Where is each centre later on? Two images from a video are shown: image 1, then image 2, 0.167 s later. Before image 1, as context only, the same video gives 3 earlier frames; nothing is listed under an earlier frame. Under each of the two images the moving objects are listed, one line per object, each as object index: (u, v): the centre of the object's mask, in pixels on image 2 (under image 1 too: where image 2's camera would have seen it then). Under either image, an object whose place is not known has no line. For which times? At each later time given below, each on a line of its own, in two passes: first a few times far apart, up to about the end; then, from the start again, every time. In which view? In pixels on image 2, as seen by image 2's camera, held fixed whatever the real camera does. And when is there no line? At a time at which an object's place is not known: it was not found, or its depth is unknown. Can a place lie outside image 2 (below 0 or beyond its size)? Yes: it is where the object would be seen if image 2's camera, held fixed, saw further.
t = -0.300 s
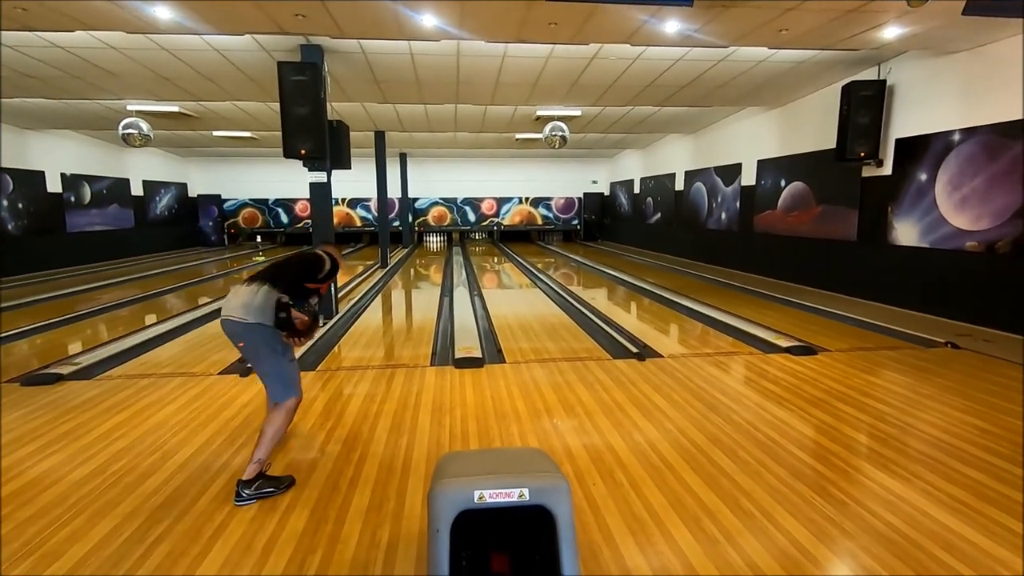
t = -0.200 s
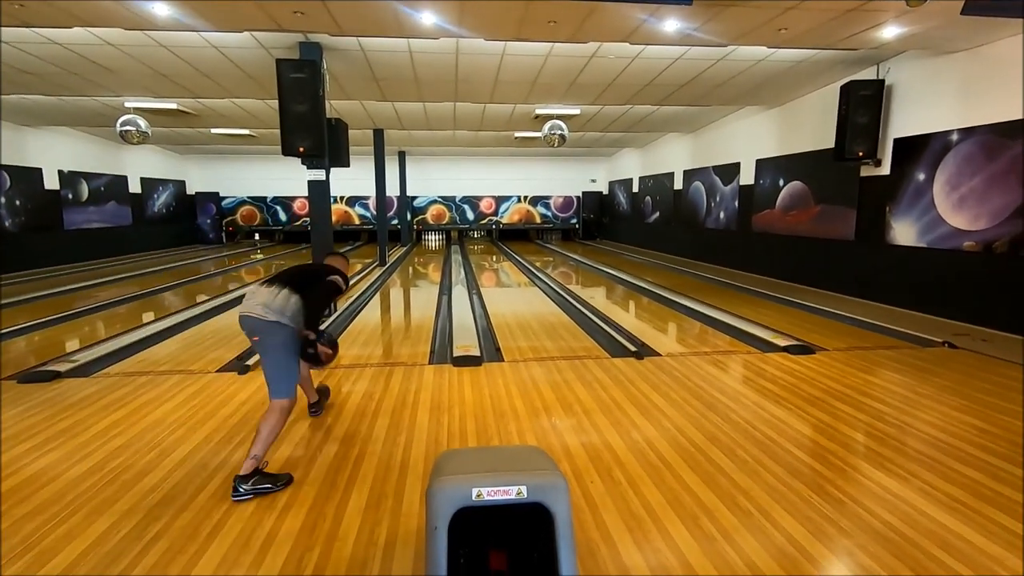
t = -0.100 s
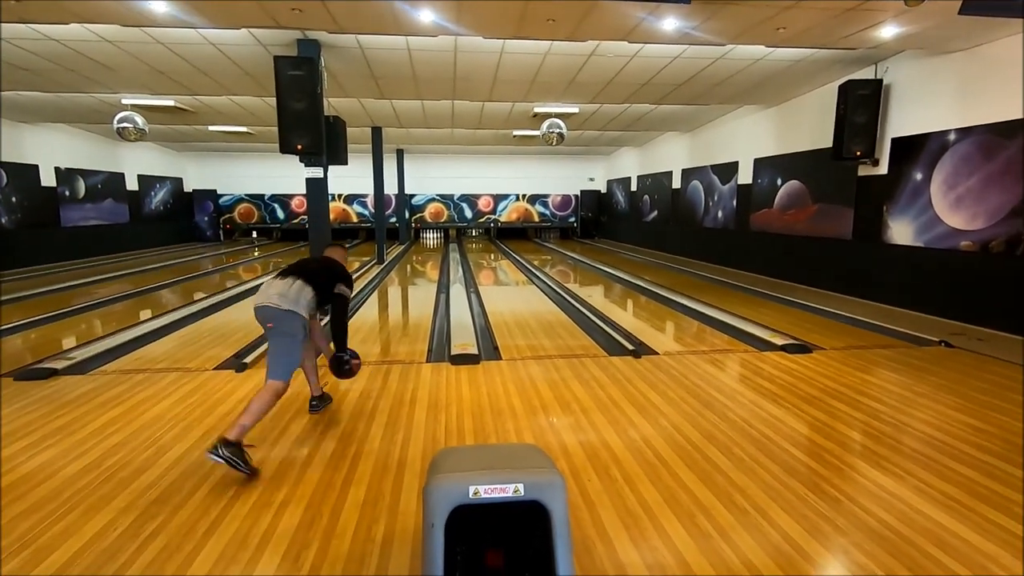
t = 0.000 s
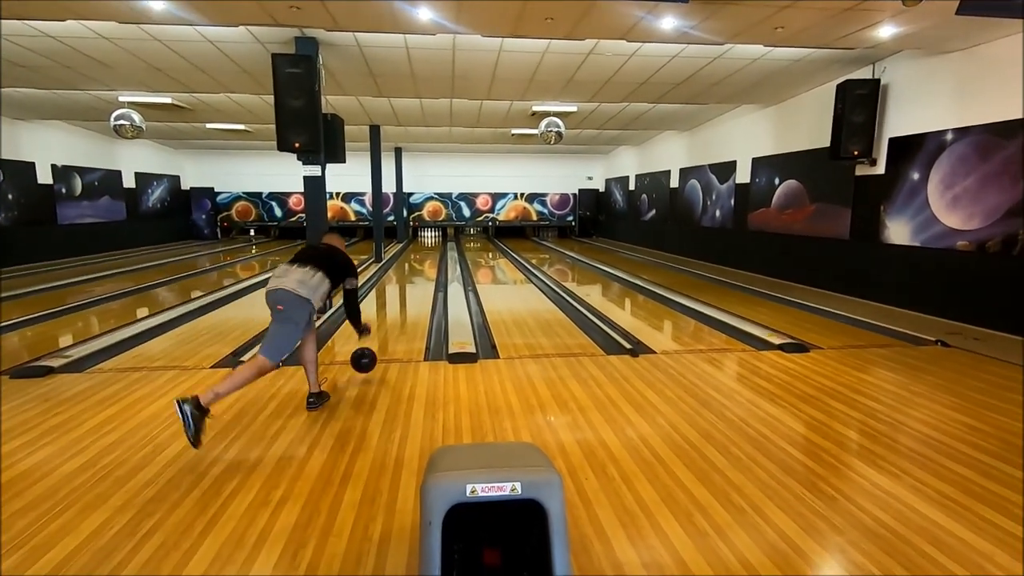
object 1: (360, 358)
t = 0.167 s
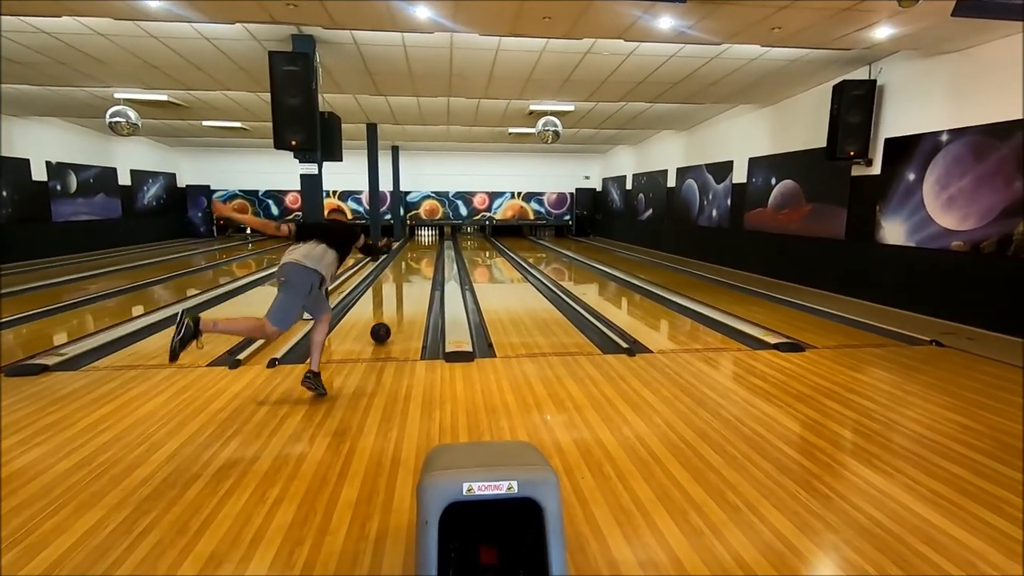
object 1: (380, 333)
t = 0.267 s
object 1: (388, 319)
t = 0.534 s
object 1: (403, 292)
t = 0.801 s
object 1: (412, 275)
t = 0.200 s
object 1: (383, 328)
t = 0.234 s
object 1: (386, 323)
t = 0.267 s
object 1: (388, 319)
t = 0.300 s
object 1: (391, 315)
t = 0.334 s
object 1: (393, 311)
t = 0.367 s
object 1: (395, 307)
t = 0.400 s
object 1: (397, 304)
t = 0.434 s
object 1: (399, 301)
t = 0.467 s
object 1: (400, 299)
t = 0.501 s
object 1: (404, 293)
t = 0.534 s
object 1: (403, 292)
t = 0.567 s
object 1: (405, 289)
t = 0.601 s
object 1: (406, 287)
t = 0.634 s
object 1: (407, 285)
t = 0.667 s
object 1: (408, 283)
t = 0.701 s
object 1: (409, 281)
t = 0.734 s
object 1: (410, 279)
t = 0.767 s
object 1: (411, 277)
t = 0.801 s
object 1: (412, 275)
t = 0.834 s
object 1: (413, 274)
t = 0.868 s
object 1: (414, 272)
